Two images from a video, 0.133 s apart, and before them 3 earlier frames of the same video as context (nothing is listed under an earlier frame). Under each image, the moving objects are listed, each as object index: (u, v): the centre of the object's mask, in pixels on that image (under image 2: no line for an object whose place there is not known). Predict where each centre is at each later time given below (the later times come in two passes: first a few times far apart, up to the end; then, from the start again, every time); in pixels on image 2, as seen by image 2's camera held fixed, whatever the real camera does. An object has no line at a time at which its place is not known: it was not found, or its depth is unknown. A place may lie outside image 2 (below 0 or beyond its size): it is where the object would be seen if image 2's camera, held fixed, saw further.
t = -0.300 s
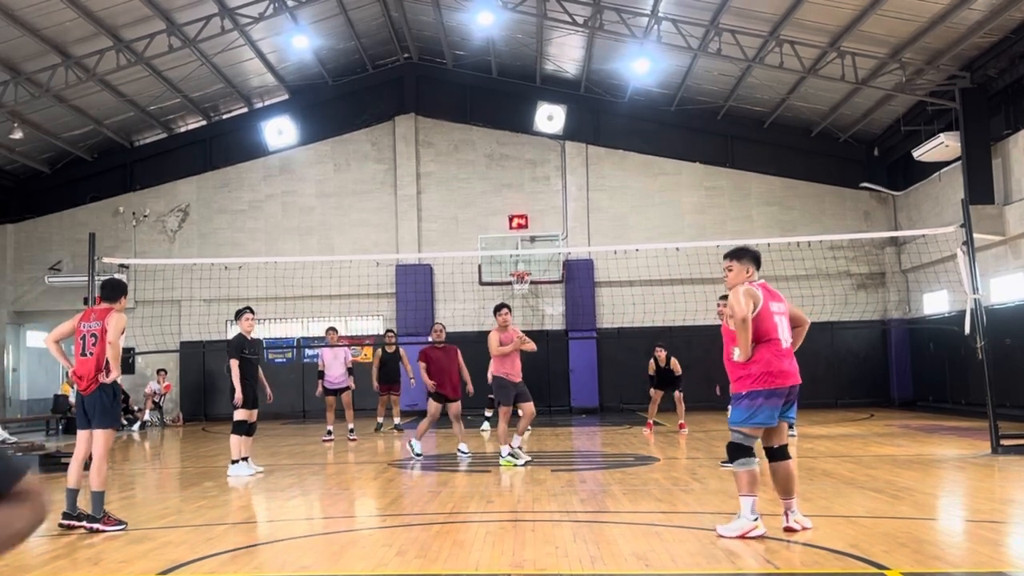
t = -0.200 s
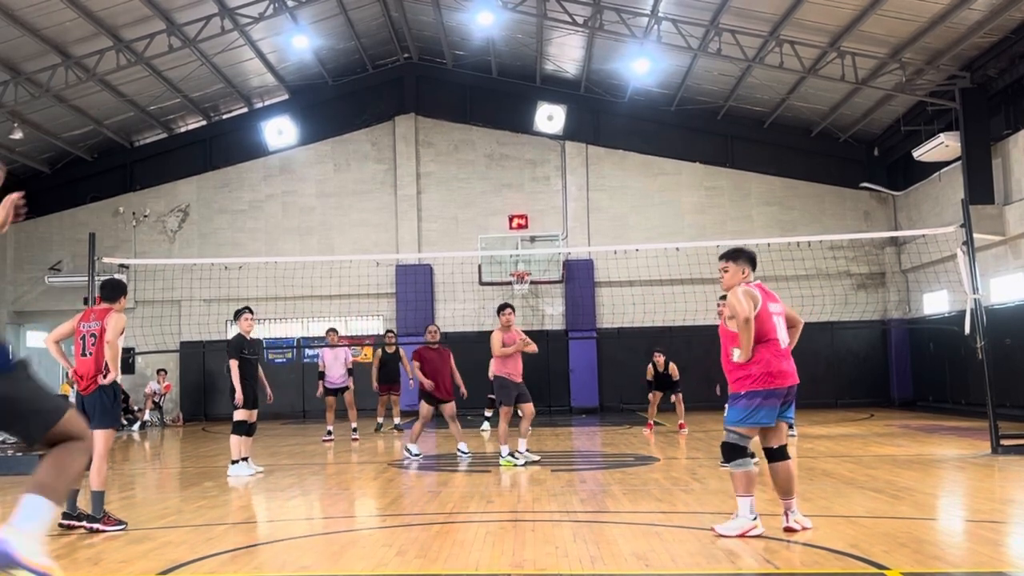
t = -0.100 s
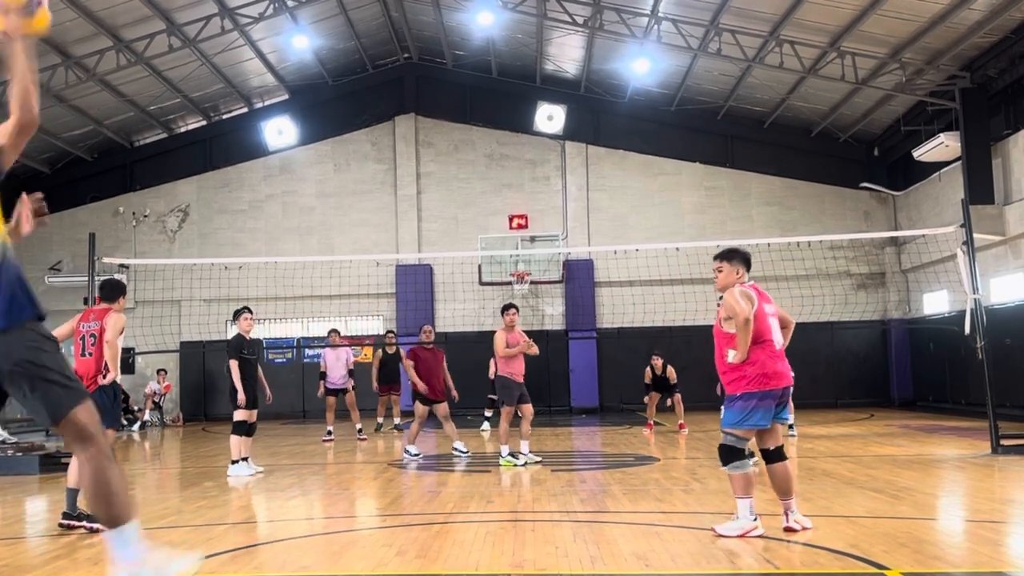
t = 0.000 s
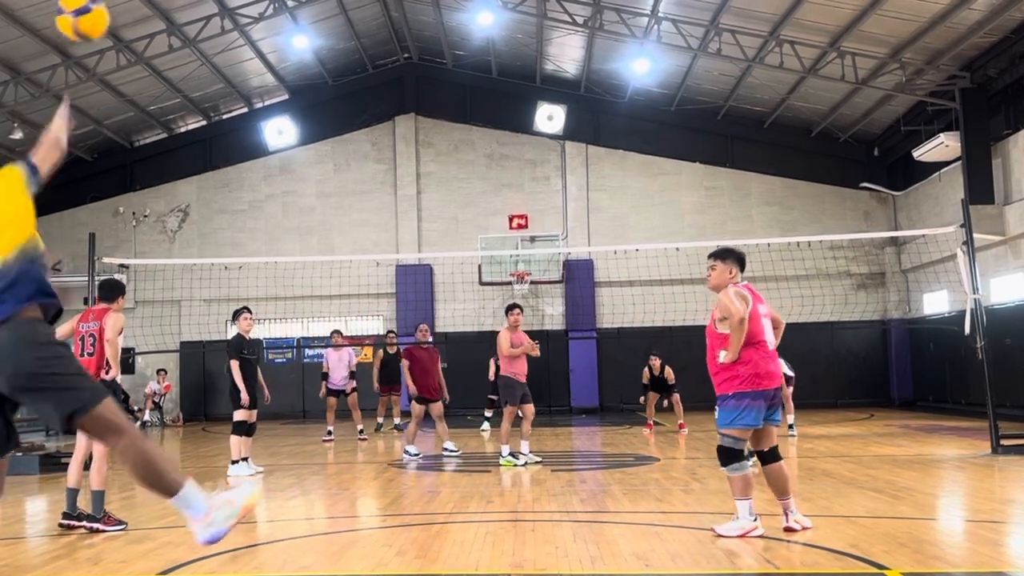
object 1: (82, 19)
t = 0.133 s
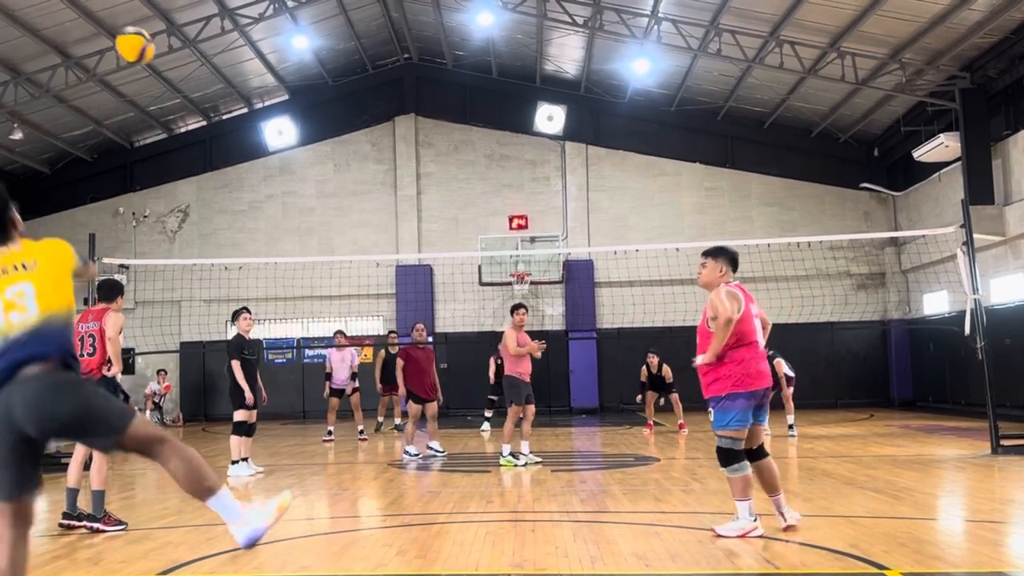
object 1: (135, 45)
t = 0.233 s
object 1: (159, 77)
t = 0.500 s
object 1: (194, 178)
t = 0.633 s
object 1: (203, 228)
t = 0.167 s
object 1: (144, 56)
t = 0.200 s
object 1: (152, 66)
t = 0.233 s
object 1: (159, 77)
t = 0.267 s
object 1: (166, 89)
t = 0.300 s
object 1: (172, 101)
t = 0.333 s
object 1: (177, 113)
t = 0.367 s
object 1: (181, 126)
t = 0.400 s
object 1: (185, 139)
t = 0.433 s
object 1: (189, 152)
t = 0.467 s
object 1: (192, 165)
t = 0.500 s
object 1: (194, 178)
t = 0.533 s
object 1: (197, 192)
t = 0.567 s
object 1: (199, 205)
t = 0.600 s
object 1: (202, 218)
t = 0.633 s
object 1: (203, 228)
